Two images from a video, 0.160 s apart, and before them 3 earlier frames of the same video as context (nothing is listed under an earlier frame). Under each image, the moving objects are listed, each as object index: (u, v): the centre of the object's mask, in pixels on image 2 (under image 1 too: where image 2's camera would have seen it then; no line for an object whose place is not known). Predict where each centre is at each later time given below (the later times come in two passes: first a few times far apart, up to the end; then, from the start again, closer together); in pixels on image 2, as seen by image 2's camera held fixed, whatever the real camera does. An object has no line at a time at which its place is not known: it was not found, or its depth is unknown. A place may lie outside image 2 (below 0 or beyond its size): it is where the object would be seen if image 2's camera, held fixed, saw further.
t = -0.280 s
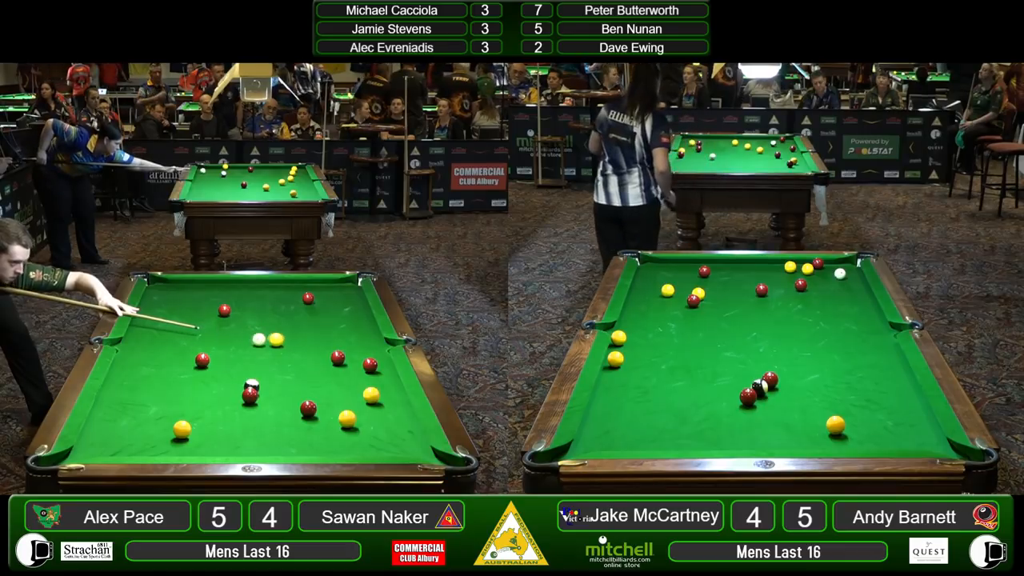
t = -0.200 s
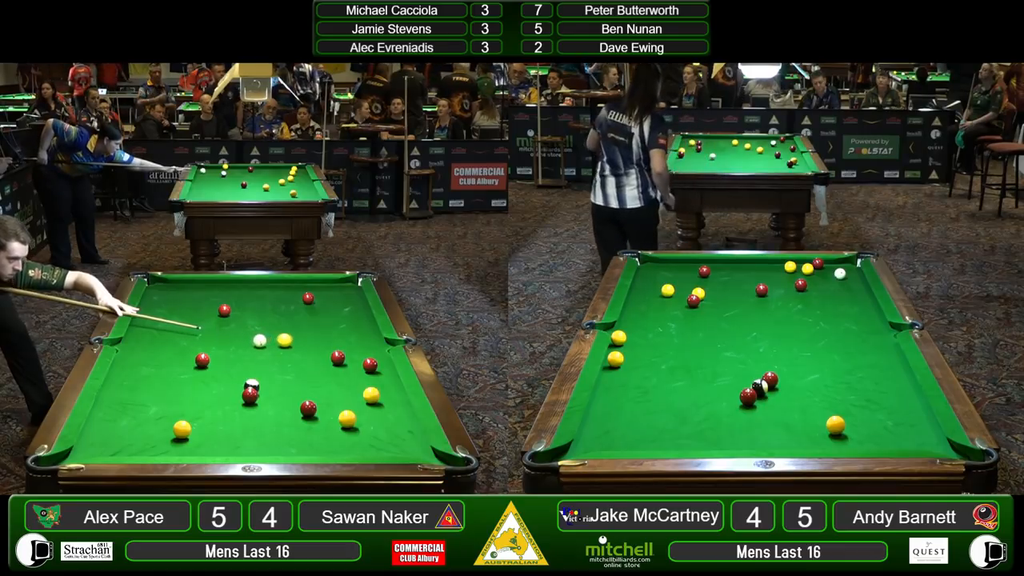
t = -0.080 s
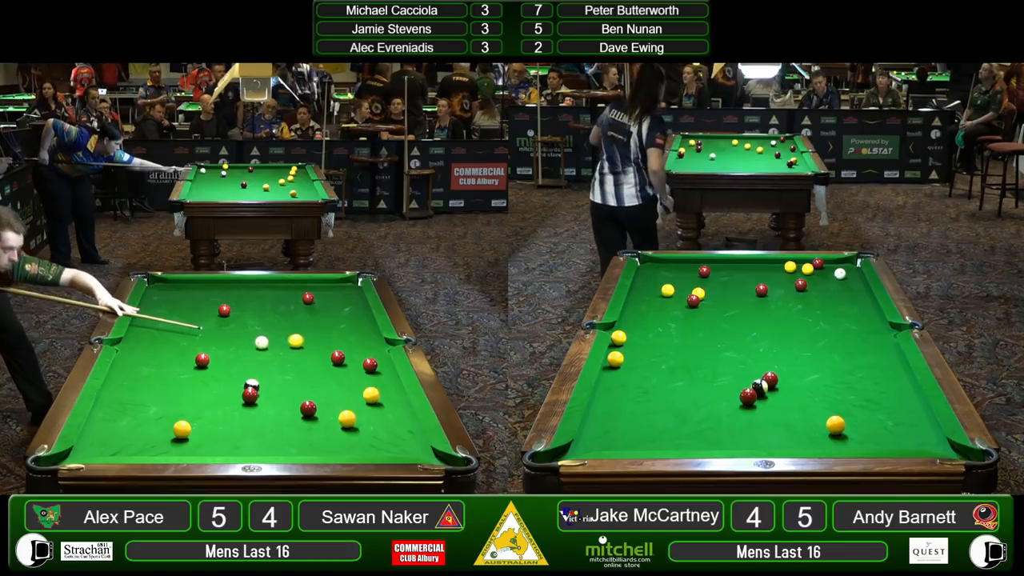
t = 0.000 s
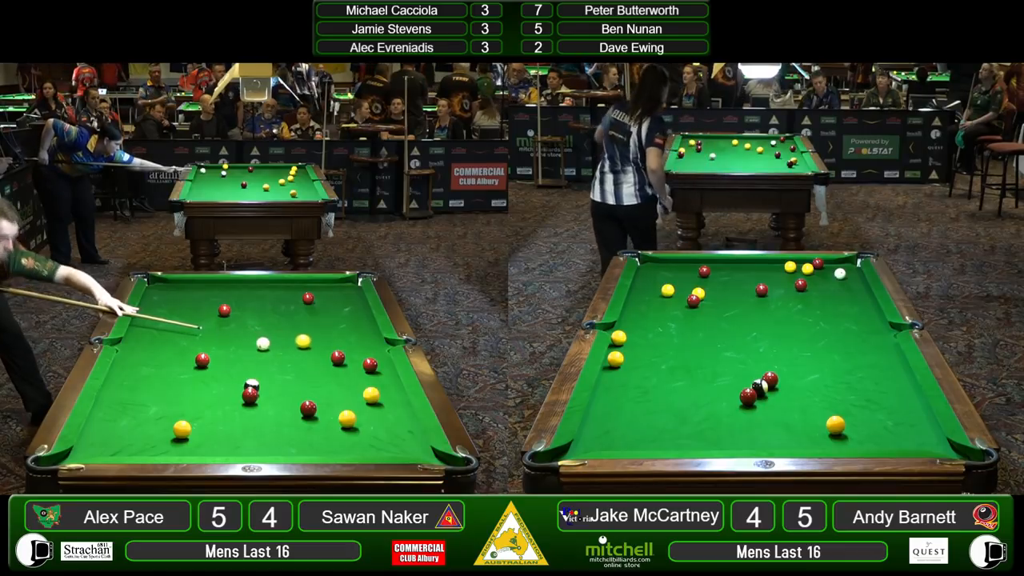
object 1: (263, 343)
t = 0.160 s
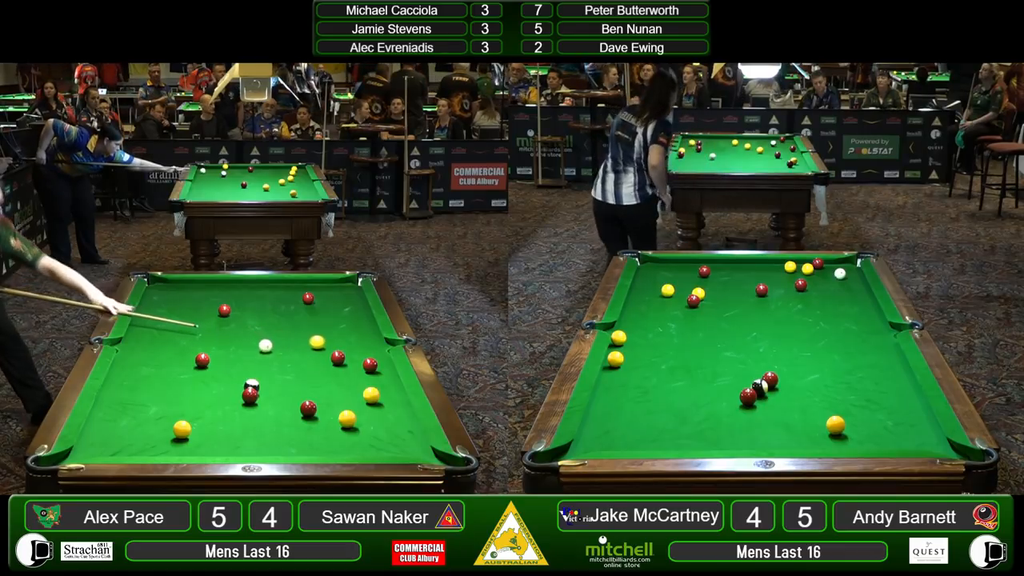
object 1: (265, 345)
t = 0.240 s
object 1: (266, 347)
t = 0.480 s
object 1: (269, 349)
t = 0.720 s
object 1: (272, 351)
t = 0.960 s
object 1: (274, 353)
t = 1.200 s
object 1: (276, 354)
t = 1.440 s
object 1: (277, 355)
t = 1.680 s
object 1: (277, 355)
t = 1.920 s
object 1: (277, 355)
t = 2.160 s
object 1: (277, 355)
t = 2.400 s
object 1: (277, 355)
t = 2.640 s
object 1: (277, 355)
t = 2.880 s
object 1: (277, 355)
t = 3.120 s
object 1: (277, 355)
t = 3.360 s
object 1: (277, 355)
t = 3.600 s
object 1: (277, 355)
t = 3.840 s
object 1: (277, 355)
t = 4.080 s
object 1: (277, 355)
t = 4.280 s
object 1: (277, 355)
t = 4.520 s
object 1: (277, 355)
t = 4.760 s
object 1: (277, 355)
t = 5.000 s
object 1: (277, 355)
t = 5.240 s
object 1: (277, 355)
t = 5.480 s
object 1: (277, 355)
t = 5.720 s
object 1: (277, 355)
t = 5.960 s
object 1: (277, 355)
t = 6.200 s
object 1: (277, 355)
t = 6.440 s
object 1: (277, 355)
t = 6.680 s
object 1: (277, 355)
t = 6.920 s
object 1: (277, 355)
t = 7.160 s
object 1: (277, 355)
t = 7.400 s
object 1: (277, 355)
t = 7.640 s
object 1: (277, 355)
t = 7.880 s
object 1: (277, 355)
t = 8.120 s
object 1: (277, 355)
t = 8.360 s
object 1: (277, 355)
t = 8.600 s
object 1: (277, 355)
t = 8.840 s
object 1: (277, 355)
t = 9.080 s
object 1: (277, 355)
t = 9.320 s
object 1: (277, 355)
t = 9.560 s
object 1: (277, 355)
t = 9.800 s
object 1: (277, 355)
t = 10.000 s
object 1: (277, 355)
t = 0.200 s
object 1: (266, 346)
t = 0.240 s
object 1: (266, 347)
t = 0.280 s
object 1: (267, 347)
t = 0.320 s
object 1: (267, 348)
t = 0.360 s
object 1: (268, 348)
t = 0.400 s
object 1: (268, 349)
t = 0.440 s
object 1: (269, 349)
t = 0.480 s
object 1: (269, 349)
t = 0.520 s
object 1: (270, 350)
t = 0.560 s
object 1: (270, 350)
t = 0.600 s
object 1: (270, 350)
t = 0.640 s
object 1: (271, 351)
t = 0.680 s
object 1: (271, 351)
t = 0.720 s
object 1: (272, 351)
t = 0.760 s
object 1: (272, 352)
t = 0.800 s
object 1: (273, 352)
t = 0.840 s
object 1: (273, 352)
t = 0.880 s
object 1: (273, 353)
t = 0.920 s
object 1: (274, 353)
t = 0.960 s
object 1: (274, 353)
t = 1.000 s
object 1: (274, 353)
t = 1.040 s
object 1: (275, 354)
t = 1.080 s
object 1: (275, 354)
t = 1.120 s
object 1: (275, 354)
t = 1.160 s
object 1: (275, 354)
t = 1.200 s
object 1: (276, 354)
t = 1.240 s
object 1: (276, 354)
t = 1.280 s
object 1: (276, 354)
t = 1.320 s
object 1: (276, 354)
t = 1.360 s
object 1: (276, 355)
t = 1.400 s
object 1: (277, 355)
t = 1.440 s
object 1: (277, 355)
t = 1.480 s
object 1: (277, 355)
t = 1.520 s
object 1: (277, 355)
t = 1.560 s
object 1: (277, 355)
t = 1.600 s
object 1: (277, 355)
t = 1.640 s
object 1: (277, 355)
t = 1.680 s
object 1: (277, 355)
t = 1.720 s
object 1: (277, 355)
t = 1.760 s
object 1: (277, 355)
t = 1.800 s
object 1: (277, 355)
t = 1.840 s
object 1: (277, 355)
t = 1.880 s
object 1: (277, 355)
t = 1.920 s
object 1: (277, 355)
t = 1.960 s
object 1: (277, 355)
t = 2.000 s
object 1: (277, 355)
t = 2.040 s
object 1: (277, 355)
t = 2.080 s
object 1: (277, 355)
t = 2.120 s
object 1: (277, 355)
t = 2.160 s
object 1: (277, 355)
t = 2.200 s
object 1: (277, 355)
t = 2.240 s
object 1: (277, 355)
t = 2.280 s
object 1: (277, 355)
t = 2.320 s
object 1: (277, 355)
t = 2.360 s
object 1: (277, 355)
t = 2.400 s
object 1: (277, 355)
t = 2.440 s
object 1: (277, 355)
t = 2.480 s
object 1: (277, 355)
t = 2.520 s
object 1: (277, 355)
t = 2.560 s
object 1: (277, 355)
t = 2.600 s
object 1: (277, 355)
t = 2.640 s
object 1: (277, 355)
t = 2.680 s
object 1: (277, 355)
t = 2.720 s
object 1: (277, 355)
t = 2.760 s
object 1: (277, 355)
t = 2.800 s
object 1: (277, 355)
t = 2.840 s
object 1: (277, 355)
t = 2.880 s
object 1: (277, 355)
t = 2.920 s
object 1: (277, 355)
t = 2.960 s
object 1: (277, 355)
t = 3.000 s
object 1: (277, 355)
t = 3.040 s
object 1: (277, 355)
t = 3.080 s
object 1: (277, 355)
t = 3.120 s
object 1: (277, 355)
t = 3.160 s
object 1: (277, 355)
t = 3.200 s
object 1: (277, 355)
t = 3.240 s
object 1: (277, 355)
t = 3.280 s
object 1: (277, 355)
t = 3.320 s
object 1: (277, 355)
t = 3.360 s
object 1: (277, 355)
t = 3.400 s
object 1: (277, 355)
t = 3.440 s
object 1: (277, 355)
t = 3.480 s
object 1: (277, 355)
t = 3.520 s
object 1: (277, 355)
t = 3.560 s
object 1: (277, 355)
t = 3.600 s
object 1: (277, 355)
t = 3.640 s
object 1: (277, 355)
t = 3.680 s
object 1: (277, 355)
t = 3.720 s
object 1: (277, 355)
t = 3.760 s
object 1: (277, 355)
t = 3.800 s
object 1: (277, 355)
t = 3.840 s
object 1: (277, 355)
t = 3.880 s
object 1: (277, 355)
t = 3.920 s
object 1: (277, 355)
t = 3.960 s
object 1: (277, 355)
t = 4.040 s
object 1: (277, 355)
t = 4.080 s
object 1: (277, 355)
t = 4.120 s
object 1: (277, 355)
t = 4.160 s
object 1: (277, 355)
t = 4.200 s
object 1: (277, 355)
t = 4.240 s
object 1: (277, 355)
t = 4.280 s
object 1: (277, 355)
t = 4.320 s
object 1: (277, 355)
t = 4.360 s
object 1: (277, 355)
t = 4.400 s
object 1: (277, 355)
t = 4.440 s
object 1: (277, 355)
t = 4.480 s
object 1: (277, 355)
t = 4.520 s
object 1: (277, 355)
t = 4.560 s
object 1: (277, 355)
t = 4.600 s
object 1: (277, 355)
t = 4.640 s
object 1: (277, 355)
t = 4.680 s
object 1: (277, 355)
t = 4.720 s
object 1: (277, 355)
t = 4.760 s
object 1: (277, 355)
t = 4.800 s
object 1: (277, 355)
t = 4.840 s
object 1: (277, 355)
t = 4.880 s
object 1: (277, 355)
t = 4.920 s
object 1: (277, 355)
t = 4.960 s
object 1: (277, 355)
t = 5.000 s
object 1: (277, 355)
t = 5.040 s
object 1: (277, 355)
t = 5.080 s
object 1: (277, 355)
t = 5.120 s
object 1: (277, 355)
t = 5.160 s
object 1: (277, 355)
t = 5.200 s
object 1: (277, 355)
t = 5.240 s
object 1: (277, 355)
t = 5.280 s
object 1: (277, 355)
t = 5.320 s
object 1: (277, 355)
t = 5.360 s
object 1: (277, 355)
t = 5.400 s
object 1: (277, 355)
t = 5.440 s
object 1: (277, 355)
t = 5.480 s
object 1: (277, 355)
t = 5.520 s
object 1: (277, 355)
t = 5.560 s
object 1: (277, 355)
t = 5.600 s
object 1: (277, 355)
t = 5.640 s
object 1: (277, 355)
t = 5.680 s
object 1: (277, 355)
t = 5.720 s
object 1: (277, 355)
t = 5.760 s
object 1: (277, 355)
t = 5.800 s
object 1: (277, 355)
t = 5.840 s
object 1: (277, 355)
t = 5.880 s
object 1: (277, 355)
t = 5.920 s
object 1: (277, 355)
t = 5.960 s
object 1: (277, 355)
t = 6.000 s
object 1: (277, 355)
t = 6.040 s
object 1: (277, 355)
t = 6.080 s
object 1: (277, 355)
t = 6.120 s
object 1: (277, 355)
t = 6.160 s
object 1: (277, 355)
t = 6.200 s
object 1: (277, 355)
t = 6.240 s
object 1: (277, 355)
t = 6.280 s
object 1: (277, 355)
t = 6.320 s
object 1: (277, 355)
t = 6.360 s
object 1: (277, 355)
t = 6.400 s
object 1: (277, 355)
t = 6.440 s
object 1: (277, 355)
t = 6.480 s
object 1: (277, 355)
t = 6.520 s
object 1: (277, 355)
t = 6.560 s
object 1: (277, 355)
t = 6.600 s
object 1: (277, 355)
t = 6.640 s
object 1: (277, 355)
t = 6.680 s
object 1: (277, 355)
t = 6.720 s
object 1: (277, 355)
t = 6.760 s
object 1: (277, 355)
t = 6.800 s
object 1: (277, 355)
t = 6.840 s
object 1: (277, 355)
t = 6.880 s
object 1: (277, 355)
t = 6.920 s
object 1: (277, 355)
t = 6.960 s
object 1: (277, 355)
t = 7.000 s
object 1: (277, 355)
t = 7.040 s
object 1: (277, 355)
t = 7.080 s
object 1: (277, 355)
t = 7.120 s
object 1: (277, 355)
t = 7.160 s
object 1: (277, 355)
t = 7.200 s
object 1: (277, 355)
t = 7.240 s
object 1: (277, 355)
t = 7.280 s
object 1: (277, 355)
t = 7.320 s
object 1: (277, 355)
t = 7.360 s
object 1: (277, 355)
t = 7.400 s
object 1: (277, 355)
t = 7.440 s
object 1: (277, 355)
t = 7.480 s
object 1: (277, 355)
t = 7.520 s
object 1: (277, 355)
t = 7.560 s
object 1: (277, 355)
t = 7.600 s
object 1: (277, 355)
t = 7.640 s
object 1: (277, 355)
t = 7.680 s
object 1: (277, 355)
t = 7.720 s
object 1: (277, 355)
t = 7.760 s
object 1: (277, 355)
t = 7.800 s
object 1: (277, 355)
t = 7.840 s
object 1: (277, 355)
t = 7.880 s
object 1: (277, 355)
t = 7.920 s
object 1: (277, 355)
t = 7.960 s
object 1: (277, 355)
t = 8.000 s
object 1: (277, 355)
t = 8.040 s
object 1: (277, 355)
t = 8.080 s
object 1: (277, 355)
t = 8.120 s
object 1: (277, 355)
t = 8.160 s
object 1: (277, 355)
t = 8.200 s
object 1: (277, 355)
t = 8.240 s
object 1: (277, 355)
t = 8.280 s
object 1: (277, 355)
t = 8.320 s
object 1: (277, 355)
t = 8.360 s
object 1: (277, 355)
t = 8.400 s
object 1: (277, 355)
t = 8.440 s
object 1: (277, 355)
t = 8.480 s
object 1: (277, 355)
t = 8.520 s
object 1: (277, 355)
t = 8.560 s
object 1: (277, 355)
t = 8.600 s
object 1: (277, 355)
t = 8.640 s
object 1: (277, 355)
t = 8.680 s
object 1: (277, 355)
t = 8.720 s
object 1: (277, 355)
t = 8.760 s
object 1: (277, 355)
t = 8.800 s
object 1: (277, 355)
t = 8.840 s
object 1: (277, 355)
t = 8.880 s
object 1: (277, 355)
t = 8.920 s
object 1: (277, 355)
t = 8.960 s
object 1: (277, 355)
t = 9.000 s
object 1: (277, 355)
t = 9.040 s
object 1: (277, 355)
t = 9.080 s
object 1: (277, 355)
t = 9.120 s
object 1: (277, 355)
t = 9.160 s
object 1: (277, 355)
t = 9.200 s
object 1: (277, 355)
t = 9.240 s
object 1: (277, 355)
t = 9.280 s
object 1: (277, 355)
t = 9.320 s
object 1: (277, 355)
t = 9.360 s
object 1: (277, 355)
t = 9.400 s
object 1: (277, 355)
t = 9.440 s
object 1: (277, 355)
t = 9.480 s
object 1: (277, 355)
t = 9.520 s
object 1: (277, 355)
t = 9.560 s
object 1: (277, 355)
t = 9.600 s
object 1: (277, 355)
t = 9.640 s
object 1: (277, 355)
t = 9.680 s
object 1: (277, 355)
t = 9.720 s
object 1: (277, 355)
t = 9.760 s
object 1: (277, 355)
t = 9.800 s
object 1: (277, 355)
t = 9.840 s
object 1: (277, 355)
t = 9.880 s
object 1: (277, 355)
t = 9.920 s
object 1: (277, 355)
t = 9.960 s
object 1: (277, 355)
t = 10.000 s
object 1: (277, 355)
